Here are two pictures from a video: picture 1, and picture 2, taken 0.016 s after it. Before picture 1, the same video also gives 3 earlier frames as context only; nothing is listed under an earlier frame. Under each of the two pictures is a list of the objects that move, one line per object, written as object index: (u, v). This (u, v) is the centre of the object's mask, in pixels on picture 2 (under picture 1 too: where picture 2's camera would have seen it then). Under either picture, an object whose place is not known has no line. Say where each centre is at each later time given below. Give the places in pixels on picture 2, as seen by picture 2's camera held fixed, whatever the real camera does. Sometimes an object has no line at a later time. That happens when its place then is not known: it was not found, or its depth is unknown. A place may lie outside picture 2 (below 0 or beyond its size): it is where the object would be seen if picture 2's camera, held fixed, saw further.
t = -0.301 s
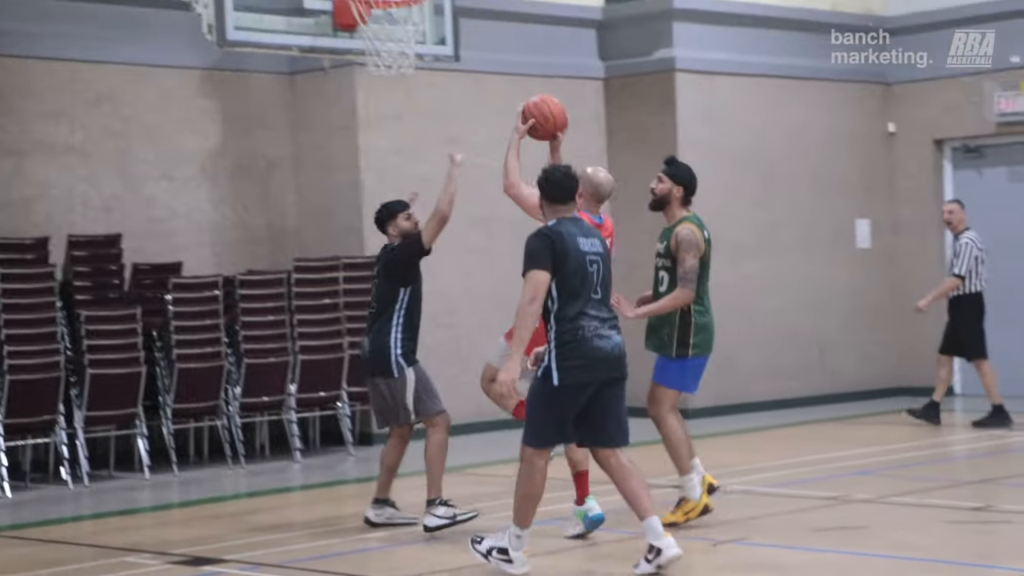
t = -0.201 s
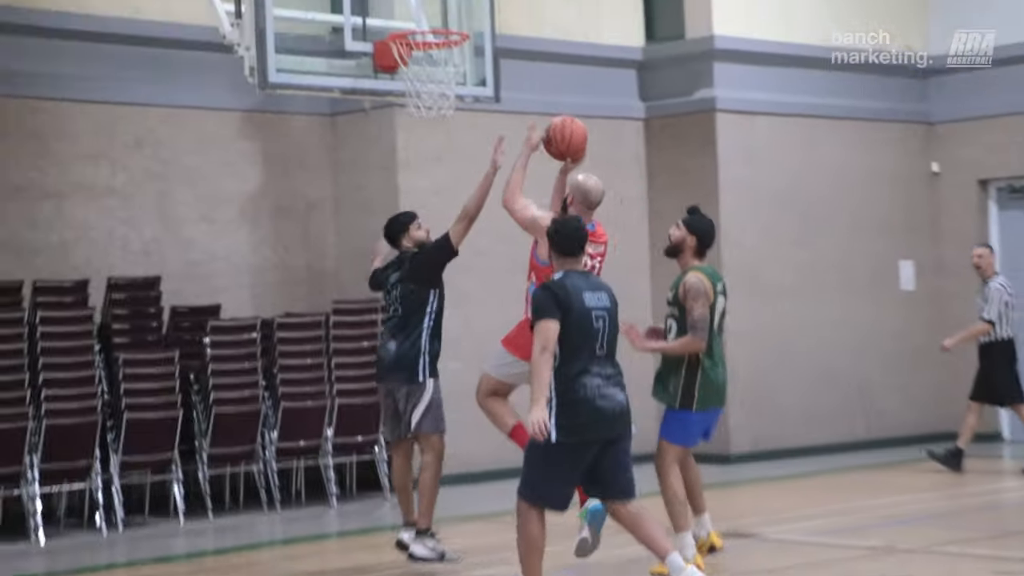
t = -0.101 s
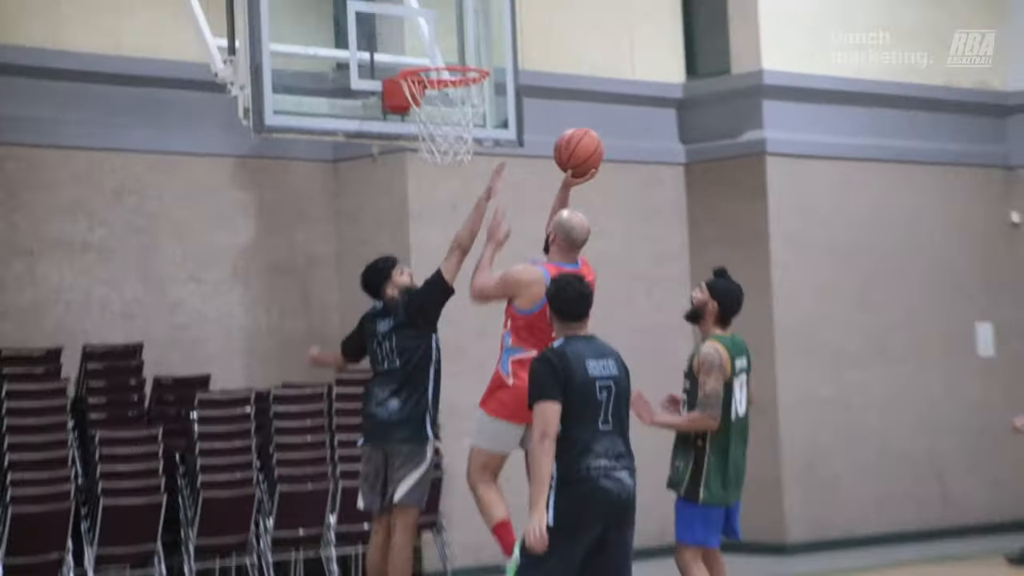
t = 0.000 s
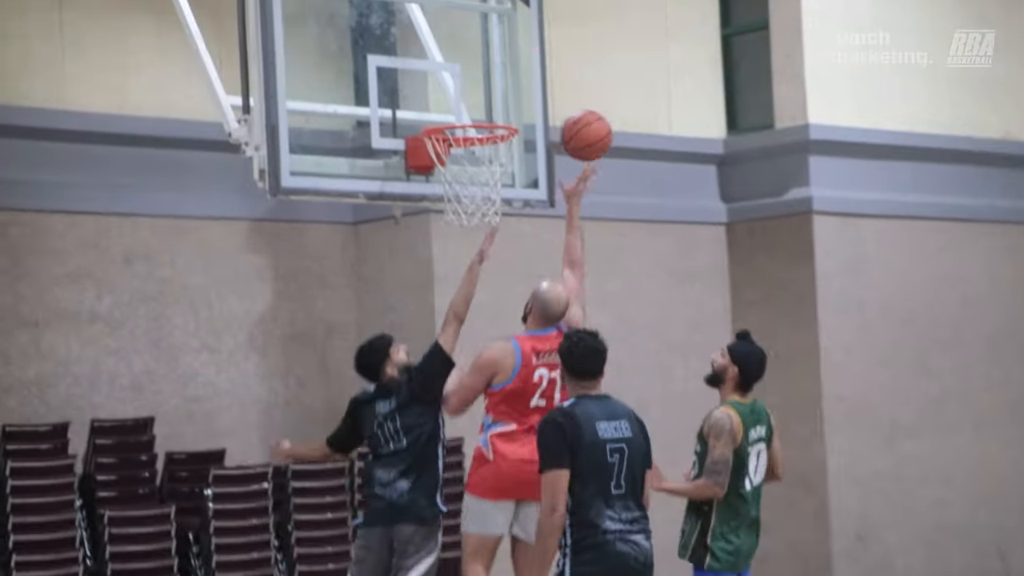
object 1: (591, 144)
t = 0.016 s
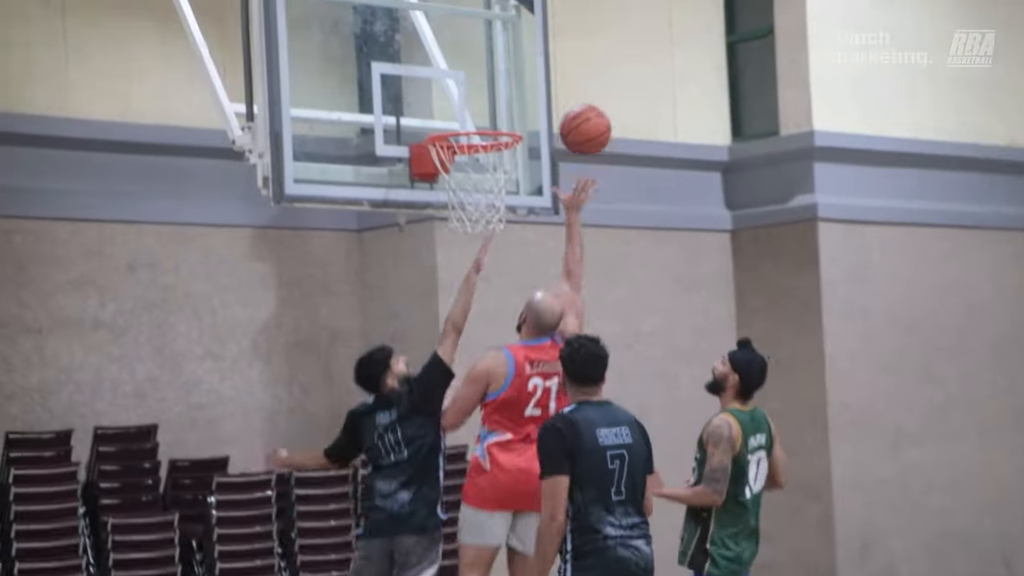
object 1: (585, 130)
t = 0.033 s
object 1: (580, 117)
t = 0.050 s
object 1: (575, 105)
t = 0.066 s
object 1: (570, 95)
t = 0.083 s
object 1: (564, 85)
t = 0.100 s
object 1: (559, 75)
